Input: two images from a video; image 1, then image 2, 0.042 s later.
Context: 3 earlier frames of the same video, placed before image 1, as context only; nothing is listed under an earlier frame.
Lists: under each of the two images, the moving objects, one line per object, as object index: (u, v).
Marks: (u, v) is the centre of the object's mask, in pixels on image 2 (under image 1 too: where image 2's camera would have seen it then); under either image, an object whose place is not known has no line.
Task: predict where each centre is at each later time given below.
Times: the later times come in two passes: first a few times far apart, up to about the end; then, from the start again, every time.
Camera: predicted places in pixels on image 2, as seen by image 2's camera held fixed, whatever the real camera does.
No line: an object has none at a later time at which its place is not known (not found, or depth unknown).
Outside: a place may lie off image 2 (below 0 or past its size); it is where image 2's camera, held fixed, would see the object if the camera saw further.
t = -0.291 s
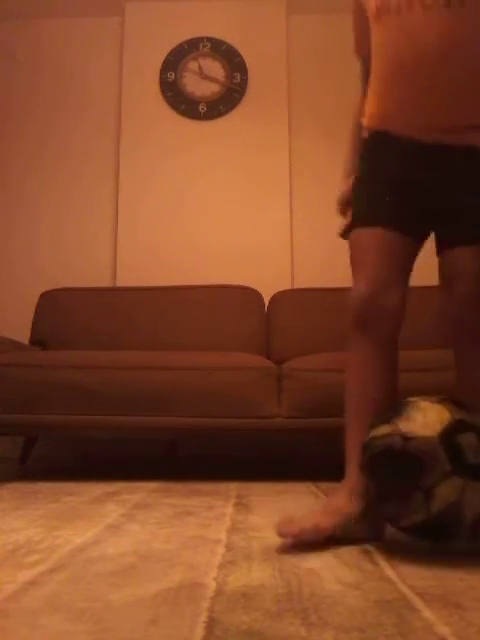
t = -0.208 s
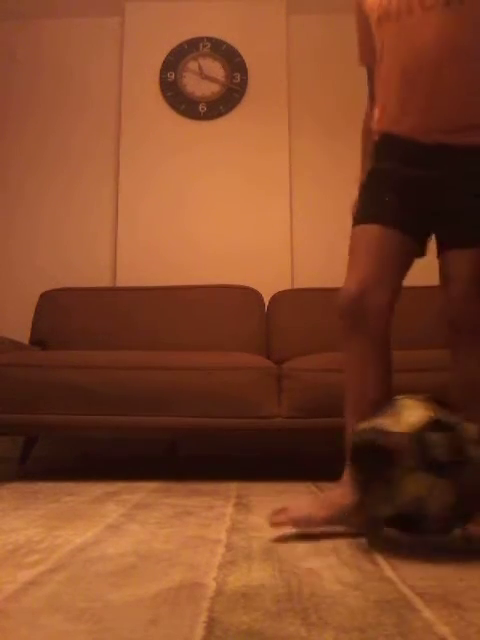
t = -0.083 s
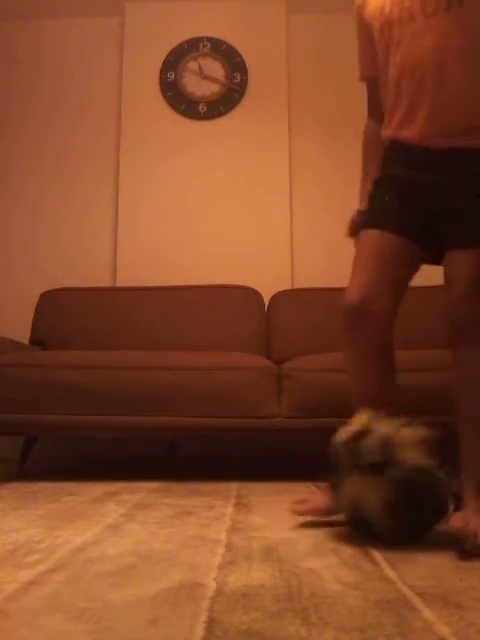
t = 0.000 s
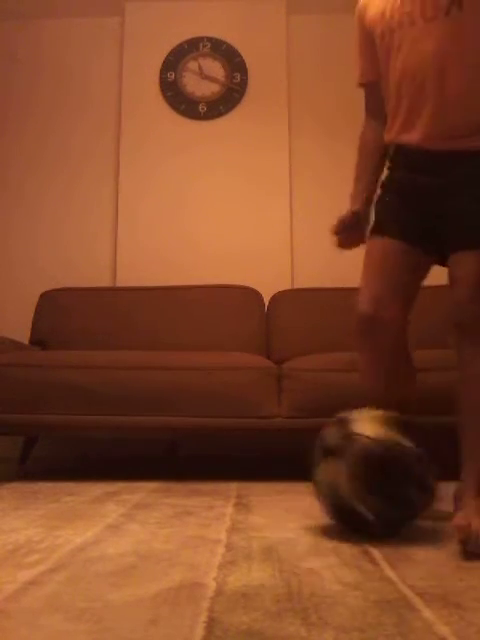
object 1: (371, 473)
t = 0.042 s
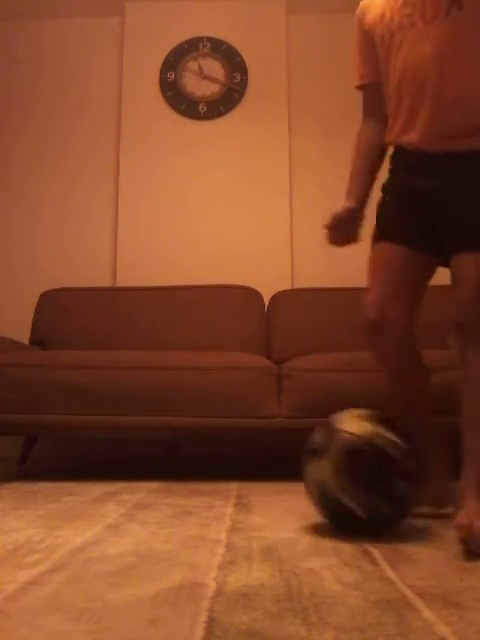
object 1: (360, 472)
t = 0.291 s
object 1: (320, 465)
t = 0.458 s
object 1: (300, 464)
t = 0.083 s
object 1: (353, 469)
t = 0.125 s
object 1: (345, 469)
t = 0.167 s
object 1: (338, 469)
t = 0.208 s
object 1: (331, 468)
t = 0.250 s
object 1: (326, 466)
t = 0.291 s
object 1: (320, 465)
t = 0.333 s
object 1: (316, 466)
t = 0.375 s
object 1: (311, 465)
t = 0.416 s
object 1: (305, 465)
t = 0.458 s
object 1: (300, 464)
